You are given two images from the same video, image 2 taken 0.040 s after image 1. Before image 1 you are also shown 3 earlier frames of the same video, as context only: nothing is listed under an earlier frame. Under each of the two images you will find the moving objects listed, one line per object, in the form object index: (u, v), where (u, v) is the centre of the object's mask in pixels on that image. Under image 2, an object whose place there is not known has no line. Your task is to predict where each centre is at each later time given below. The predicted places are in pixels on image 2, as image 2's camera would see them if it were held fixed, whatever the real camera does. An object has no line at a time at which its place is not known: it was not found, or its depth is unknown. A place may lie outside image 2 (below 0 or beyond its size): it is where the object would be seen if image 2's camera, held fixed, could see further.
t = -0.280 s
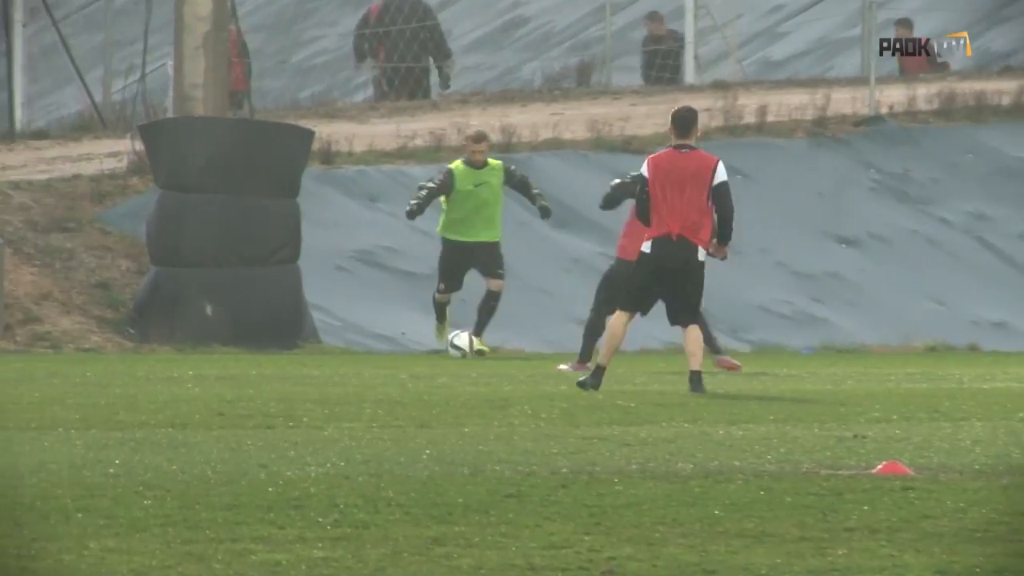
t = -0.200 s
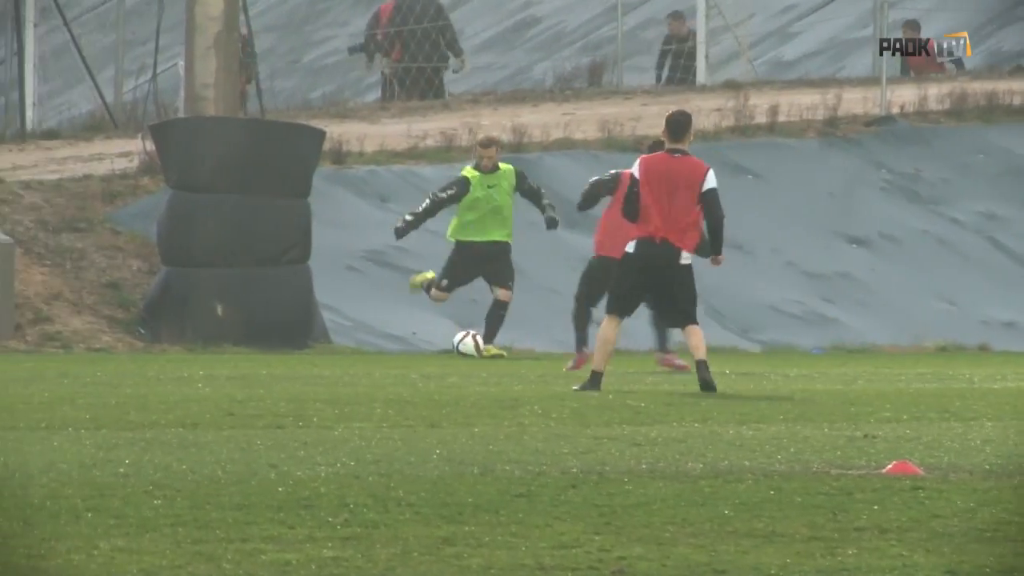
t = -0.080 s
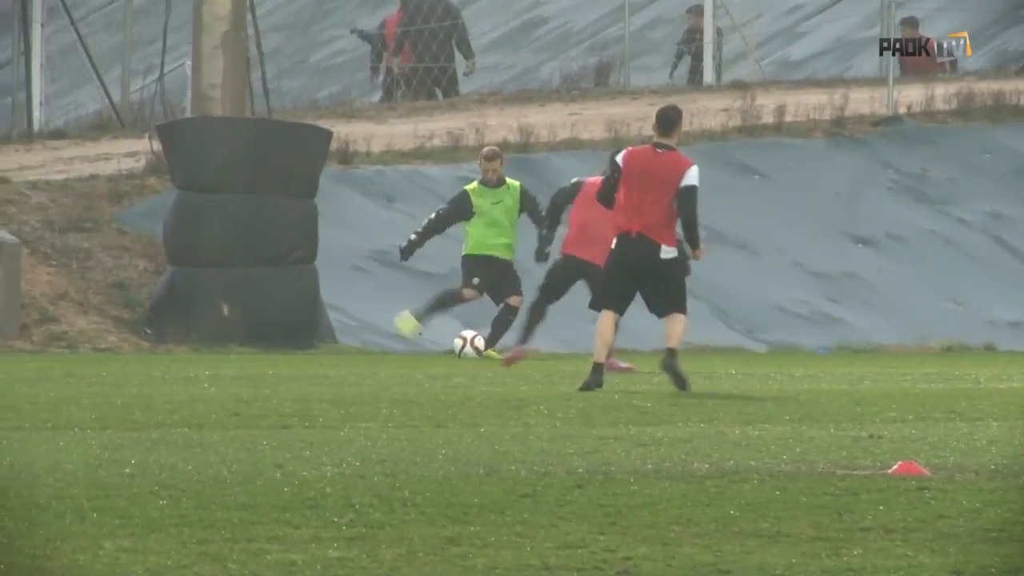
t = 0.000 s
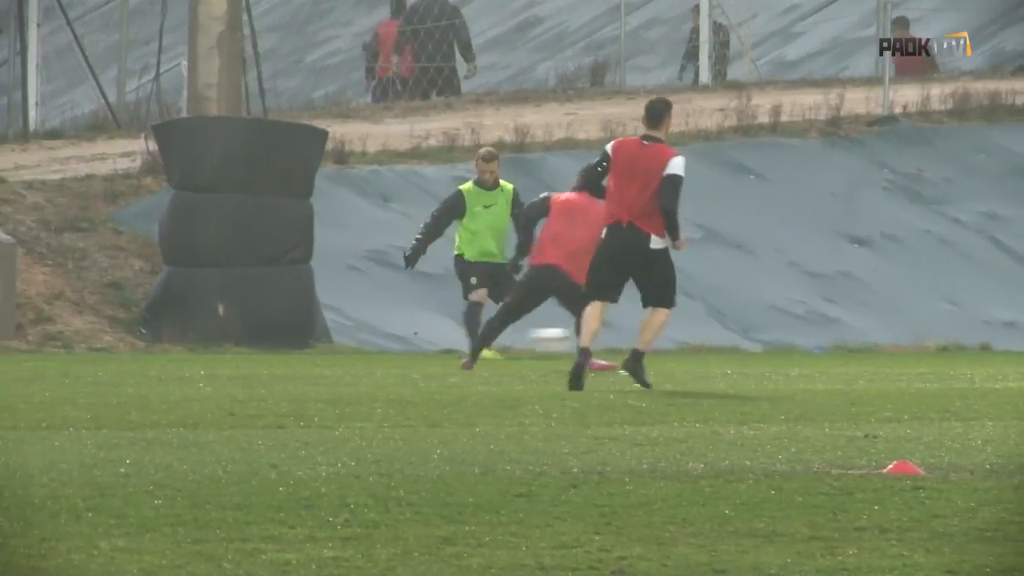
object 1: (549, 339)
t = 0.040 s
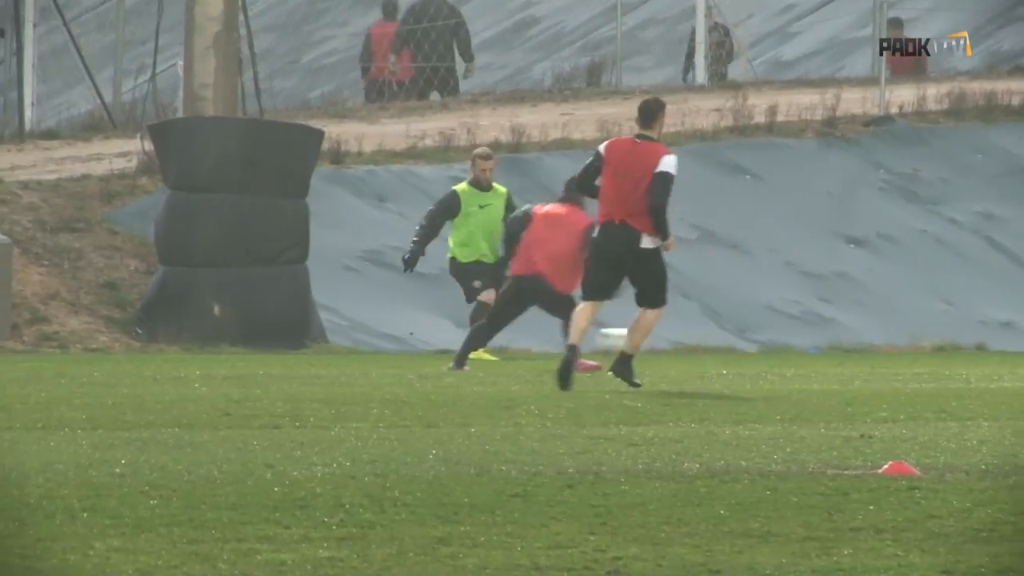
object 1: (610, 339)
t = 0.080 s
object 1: (694, 341)
